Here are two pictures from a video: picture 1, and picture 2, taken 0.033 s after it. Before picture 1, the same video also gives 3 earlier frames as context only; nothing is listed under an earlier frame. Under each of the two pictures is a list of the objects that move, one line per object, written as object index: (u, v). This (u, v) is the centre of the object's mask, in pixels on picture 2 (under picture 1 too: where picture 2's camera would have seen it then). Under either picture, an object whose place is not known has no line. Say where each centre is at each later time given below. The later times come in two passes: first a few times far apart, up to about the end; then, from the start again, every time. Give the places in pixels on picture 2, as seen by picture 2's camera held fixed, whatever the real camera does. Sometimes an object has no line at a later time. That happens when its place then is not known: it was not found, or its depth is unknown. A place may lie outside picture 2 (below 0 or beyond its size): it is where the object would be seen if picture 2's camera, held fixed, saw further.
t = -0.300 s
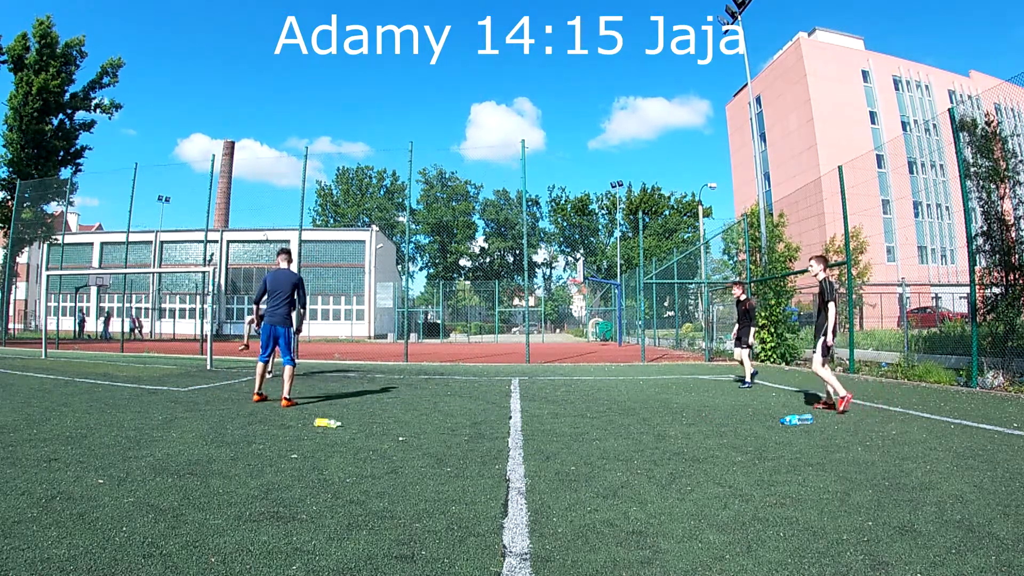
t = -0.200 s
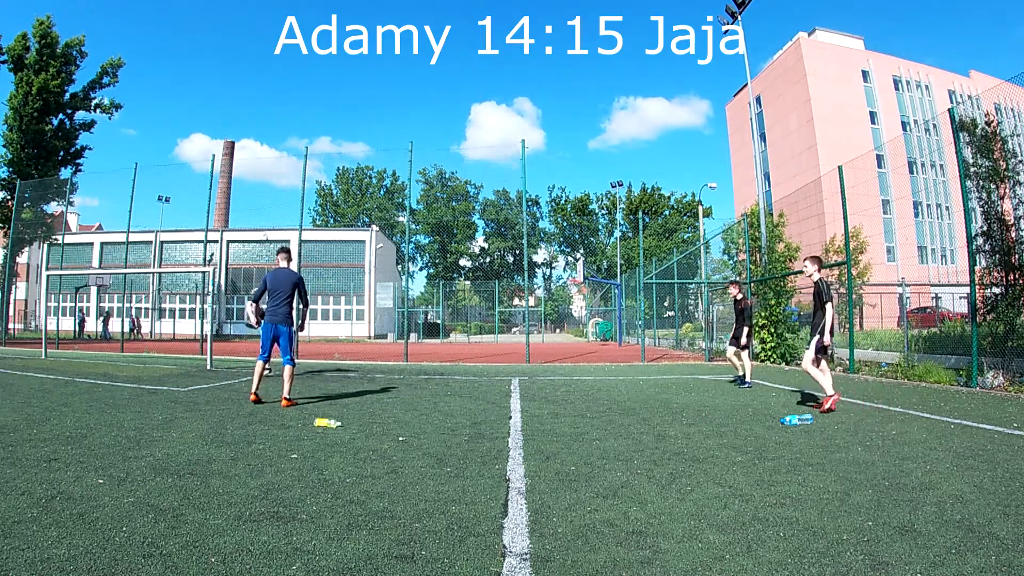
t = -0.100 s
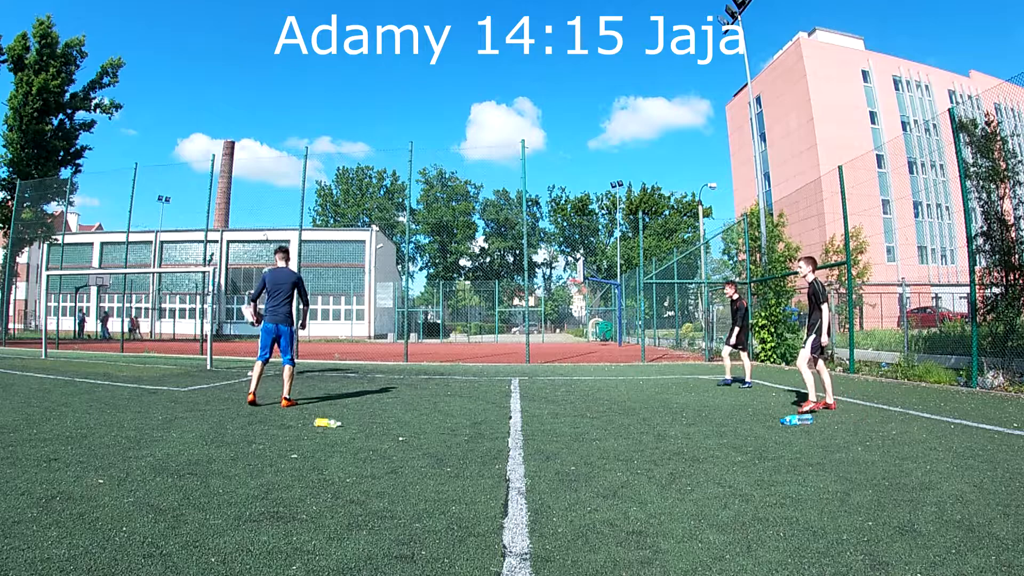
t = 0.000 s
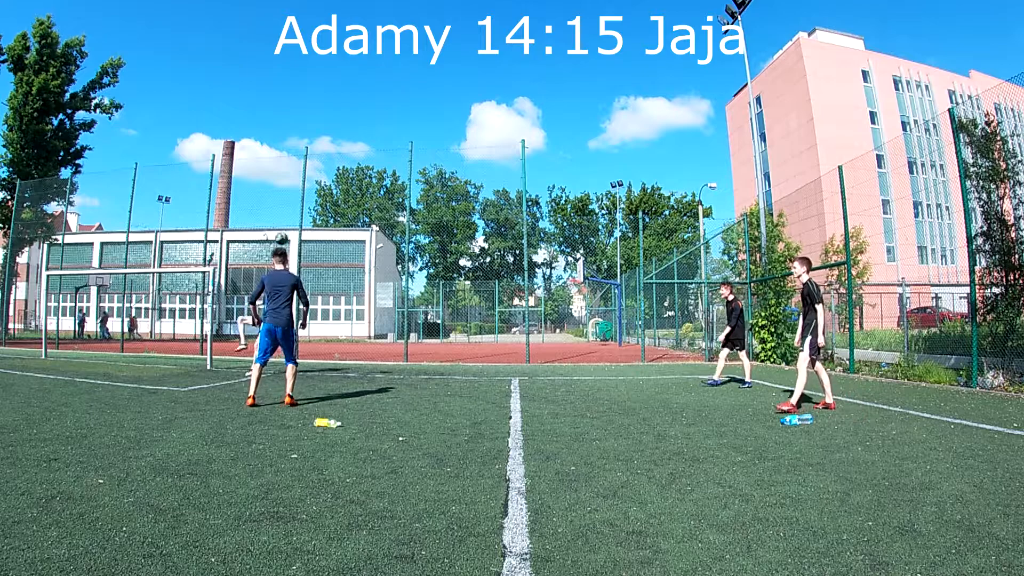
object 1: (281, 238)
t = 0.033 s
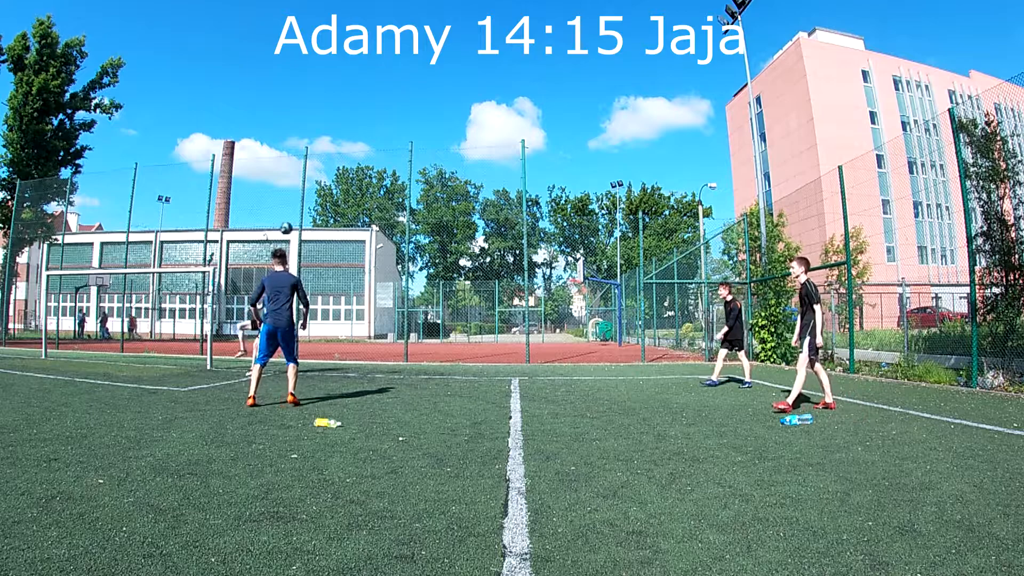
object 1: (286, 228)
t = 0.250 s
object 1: (318, 176)
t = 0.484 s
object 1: (356, 146)
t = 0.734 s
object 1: (402, 153)
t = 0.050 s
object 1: (288, 223)
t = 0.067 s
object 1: (291, 219)
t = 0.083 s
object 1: (293, 214)
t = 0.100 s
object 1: (296, 210)
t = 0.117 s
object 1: (298, 205)
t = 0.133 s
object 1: (300, 201)
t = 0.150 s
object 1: (302, 197)
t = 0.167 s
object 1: (305, 193)
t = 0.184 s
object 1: (308, 189)
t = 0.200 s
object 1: (311, 185)
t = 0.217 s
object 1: (313, 182)
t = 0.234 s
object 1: (315, 179)
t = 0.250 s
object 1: (318, 176)
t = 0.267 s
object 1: (321, 173)
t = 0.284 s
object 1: (323, 170)
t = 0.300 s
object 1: (326, 167)
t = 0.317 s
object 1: (328, 164)
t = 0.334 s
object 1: (331, 161)
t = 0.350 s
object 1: (334, 159)
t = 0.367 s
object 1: (337, 157)
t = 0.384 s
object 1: (339, 155)
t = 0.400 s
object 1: (342, 153)
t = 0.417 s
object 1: (345, 151)
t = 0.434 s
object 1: (348, 150)
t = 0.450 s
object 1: (350, 149)
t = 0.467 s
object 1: (353, 147)
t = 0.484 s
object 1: (356, 146)
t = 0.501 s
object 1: (359, 145)
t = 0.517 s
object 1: (362, 145)
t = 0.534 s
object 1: (365, 144)
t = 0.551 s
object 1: (368, 144)
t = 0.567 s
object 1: (371, 144)
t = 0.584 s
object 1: (374, 143)
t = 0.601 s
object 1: (377, 144)
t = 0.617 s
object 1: (380, 144)
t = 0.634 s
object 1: (383, 145)
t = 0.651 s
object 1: (386, 146)
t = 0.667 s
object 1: (389, 147)
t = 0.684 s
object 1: (393, 148)
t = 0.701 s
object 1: (396, 149)
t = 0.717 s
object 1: (399, 151)
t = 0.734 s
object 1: (402, 153)
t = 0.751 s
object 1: (406, 155)
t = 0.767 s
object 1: (409, 158)
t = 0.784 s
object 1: (413, 160)
